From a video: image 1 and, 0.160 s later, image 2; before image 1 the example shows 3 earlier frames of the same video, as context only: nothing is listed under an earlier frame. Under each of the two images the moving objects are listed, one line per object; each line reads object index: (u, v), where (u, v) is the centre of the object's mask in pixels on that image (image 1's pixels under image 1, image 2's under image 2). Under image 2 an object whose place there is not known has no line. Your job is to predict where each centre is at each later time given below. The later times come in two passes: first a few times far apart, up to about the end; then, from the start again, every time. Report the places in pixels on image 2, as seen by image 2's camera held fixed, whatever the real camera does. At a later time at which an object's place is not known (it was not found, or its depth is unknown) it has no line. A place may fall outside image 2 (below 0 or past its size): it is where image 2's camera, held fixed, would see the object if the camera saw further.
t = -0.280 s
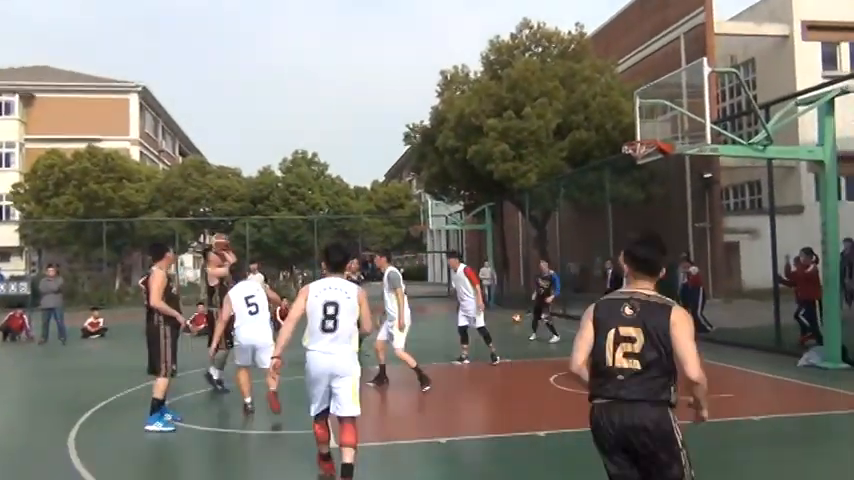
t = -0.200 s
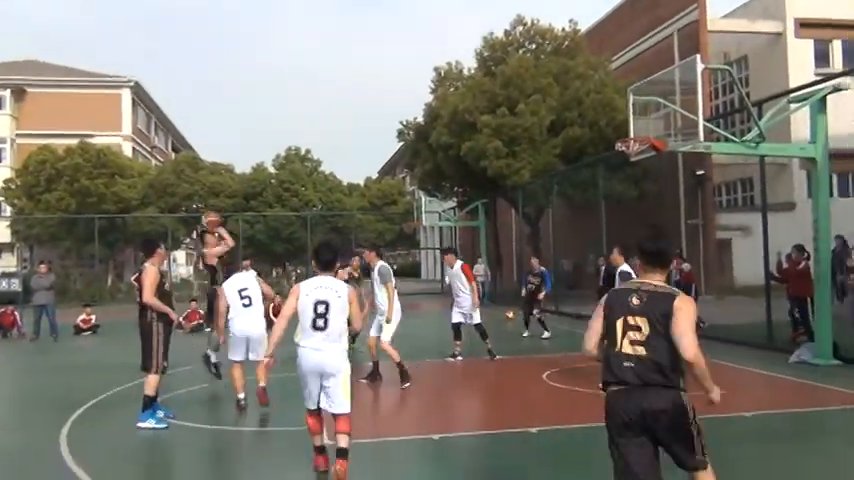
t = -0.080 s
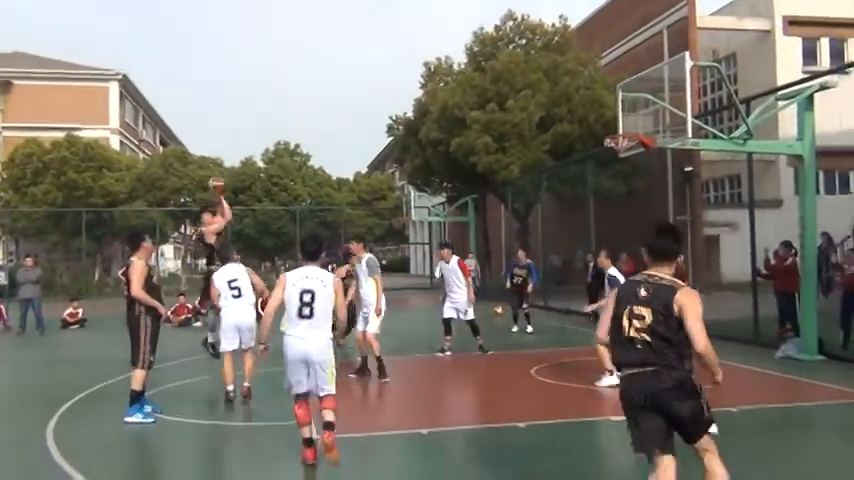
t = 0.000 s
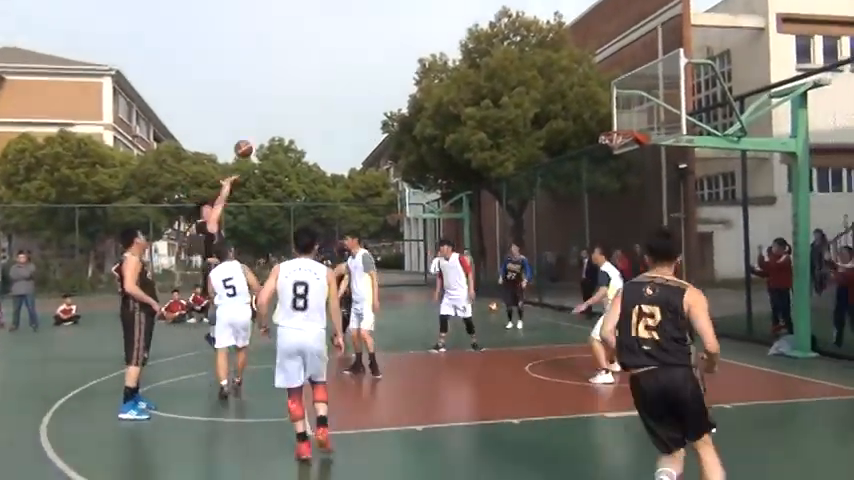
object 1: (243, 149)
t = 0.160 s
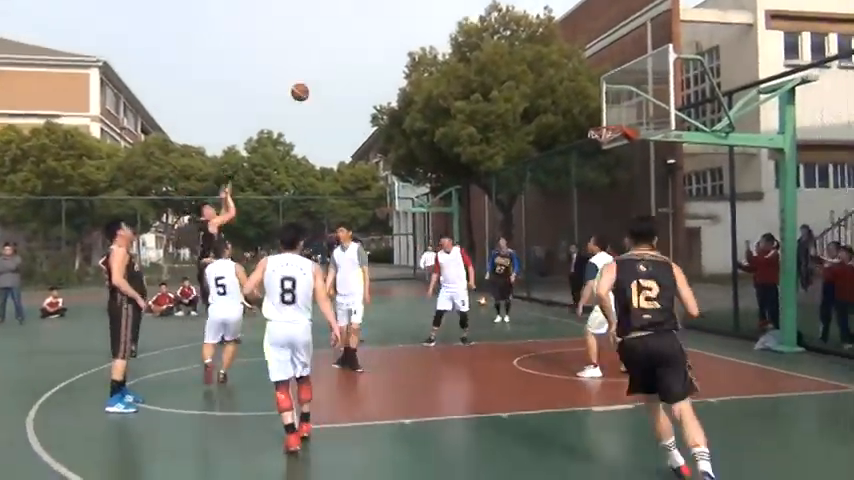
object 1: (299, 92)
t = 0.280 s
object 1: (351, 67)
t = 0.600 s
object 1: (492, 50)
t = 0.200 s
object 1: (317, 83)
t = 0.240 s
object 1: (334, 75)
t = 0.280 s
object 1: (351, 67)
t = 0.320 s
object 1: (368, 61)
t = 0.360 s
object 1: (384, 56)
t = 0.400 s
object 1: (401, 53)
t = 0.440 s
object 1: (421, 48)
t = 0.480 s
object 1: (438, 48)
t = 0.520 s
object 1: (455, 49)
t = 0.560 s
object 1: (472, 49)
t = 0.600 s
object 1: (492, 50)
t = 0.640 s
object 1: (507, 55)
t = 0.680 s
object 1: (525, 59)
